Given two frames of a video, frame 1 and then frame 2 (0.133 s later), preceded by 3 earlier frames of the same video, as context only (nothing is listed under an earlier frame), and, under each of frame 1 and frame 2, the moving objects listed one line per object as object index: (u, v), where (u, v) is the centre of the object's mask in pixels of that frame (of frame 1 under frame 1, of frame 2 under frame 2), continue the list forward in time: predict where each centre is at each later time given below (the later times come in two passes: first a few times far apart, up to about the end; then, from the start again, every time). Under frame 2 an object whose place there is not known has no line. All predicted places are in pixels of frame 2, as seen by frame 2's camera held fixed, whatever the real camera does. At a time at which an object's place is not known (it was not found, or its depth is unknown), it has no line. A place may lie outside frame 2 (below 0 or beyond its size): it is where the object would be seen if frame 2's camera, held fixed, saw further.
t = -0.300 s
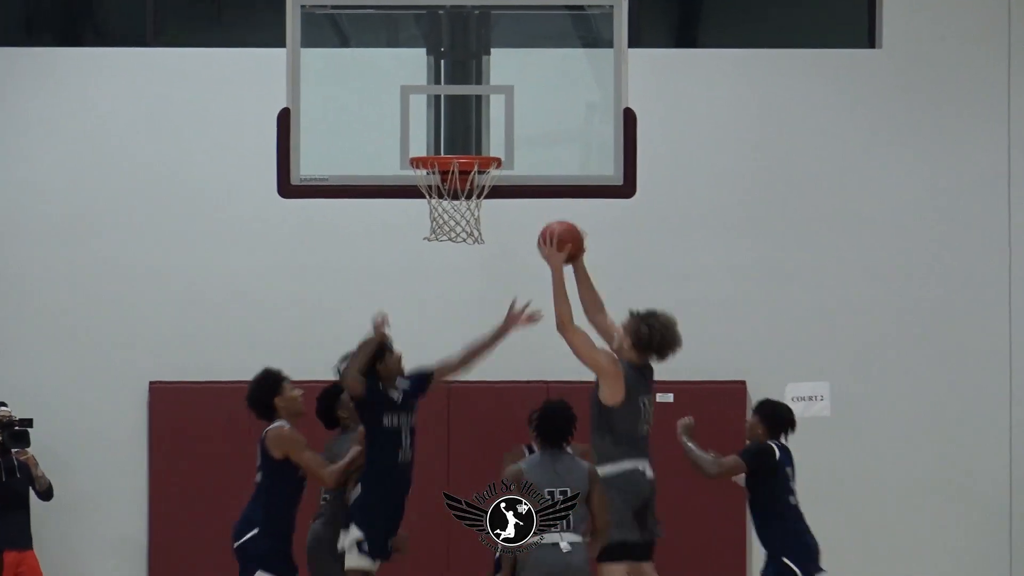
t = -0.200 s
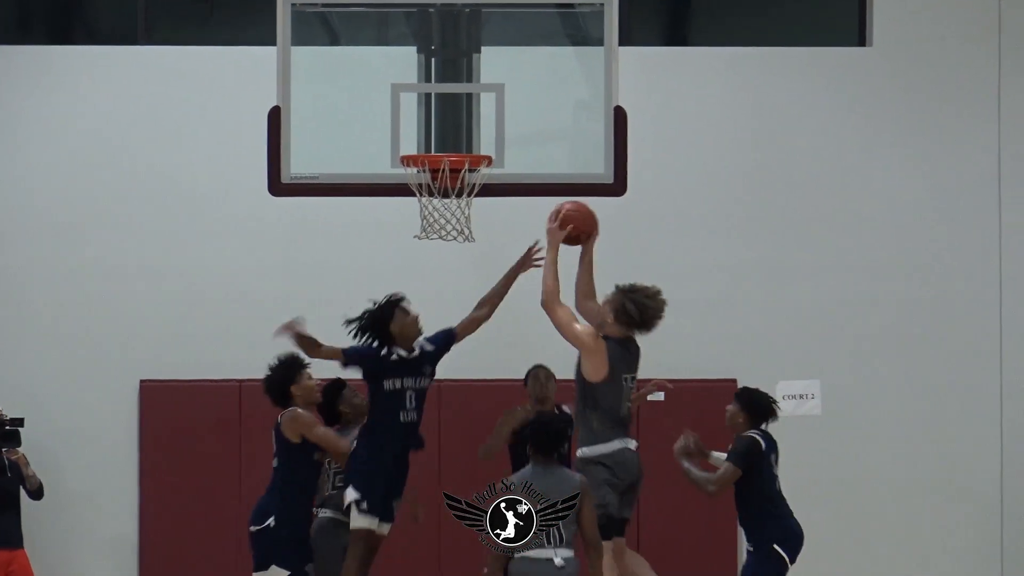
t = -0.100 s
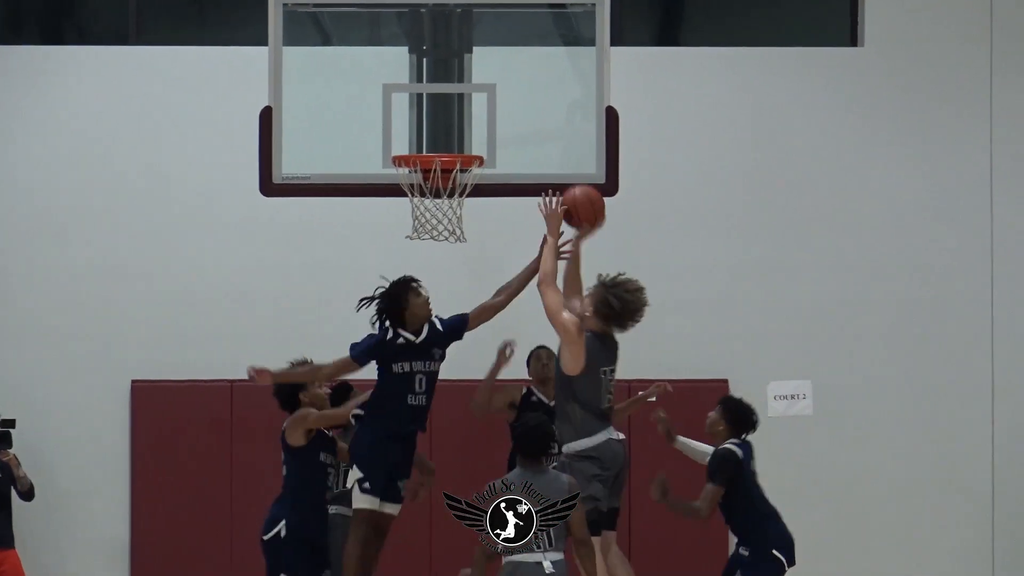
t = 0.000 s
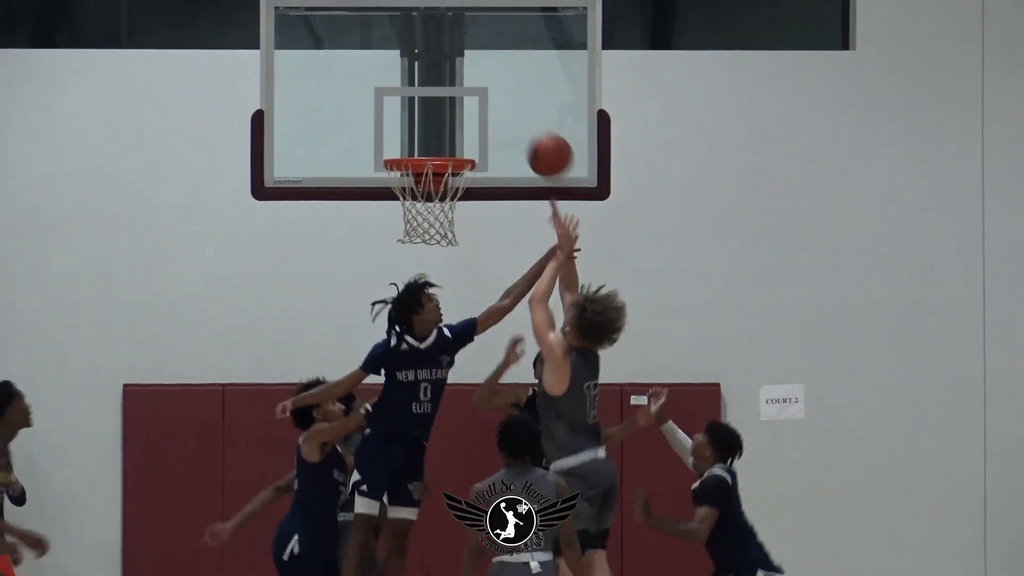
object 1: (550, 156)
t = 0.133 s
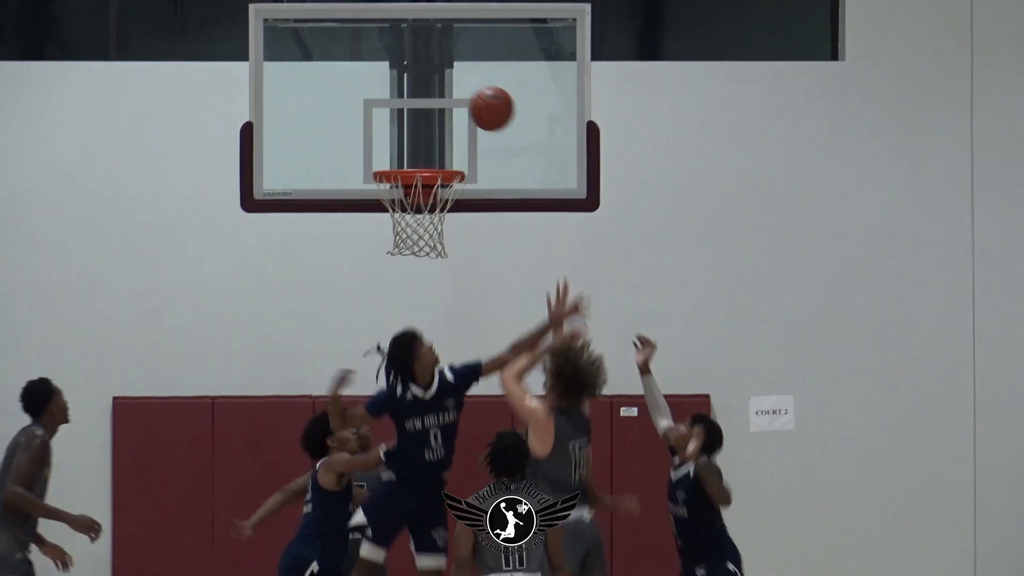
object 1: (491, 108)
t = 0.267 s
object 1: (452, 85)
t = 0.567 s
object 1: (400, 149)
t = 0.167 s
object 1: (480, 99)
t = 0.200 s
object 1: (469, 90)
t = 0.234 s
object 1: (459, 87)
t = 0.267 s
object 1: (452, 85)
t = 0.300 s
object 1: (444, 87)
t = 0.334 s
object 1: (437, 90)
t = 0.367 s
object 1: (429, 96)
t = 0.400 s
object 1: (422, 104)
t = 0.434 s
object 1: (415, 113)
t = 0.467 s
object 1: (407, 124)
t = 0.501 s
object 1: (400, 137)
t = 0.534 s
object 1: (392, 151)
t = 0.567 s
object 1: (400, 149)
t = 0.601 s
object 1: (410, 147)
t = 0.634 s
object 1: (420, 146)
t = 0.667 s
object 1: (429, 148)
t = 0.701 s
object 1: (438, 149)
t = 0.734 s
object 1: (447, 153)
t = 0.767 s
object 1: (446, 151)
